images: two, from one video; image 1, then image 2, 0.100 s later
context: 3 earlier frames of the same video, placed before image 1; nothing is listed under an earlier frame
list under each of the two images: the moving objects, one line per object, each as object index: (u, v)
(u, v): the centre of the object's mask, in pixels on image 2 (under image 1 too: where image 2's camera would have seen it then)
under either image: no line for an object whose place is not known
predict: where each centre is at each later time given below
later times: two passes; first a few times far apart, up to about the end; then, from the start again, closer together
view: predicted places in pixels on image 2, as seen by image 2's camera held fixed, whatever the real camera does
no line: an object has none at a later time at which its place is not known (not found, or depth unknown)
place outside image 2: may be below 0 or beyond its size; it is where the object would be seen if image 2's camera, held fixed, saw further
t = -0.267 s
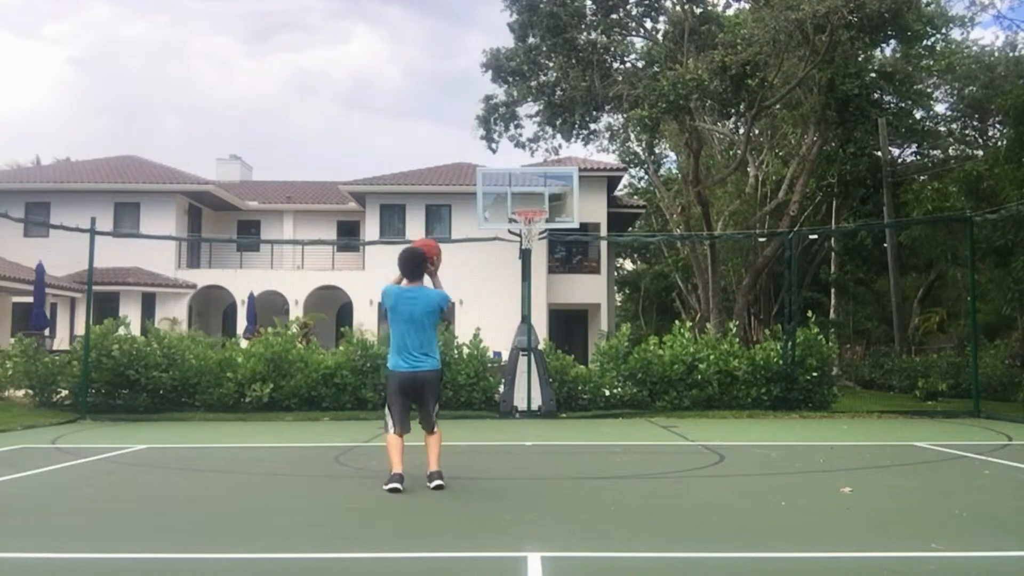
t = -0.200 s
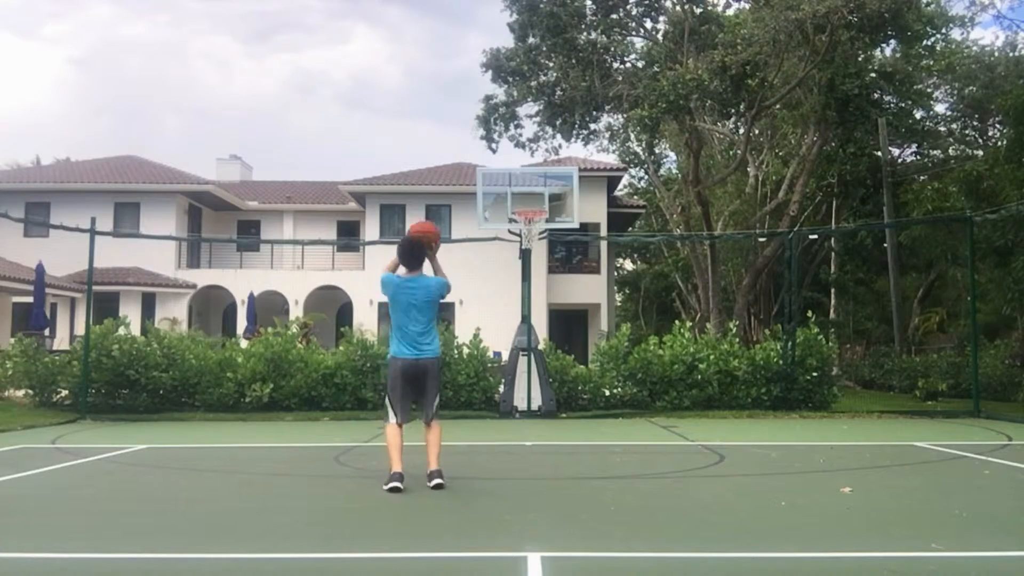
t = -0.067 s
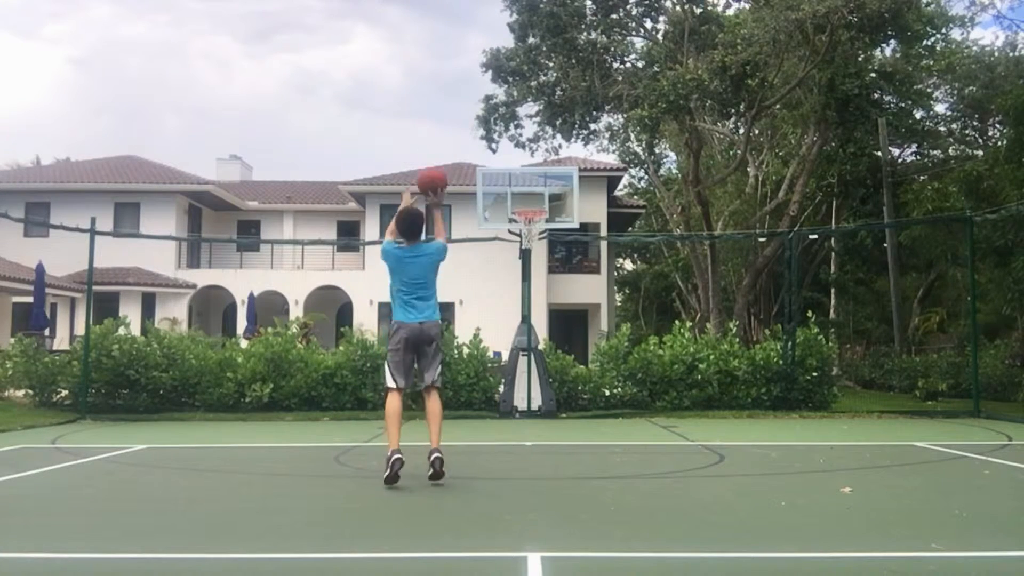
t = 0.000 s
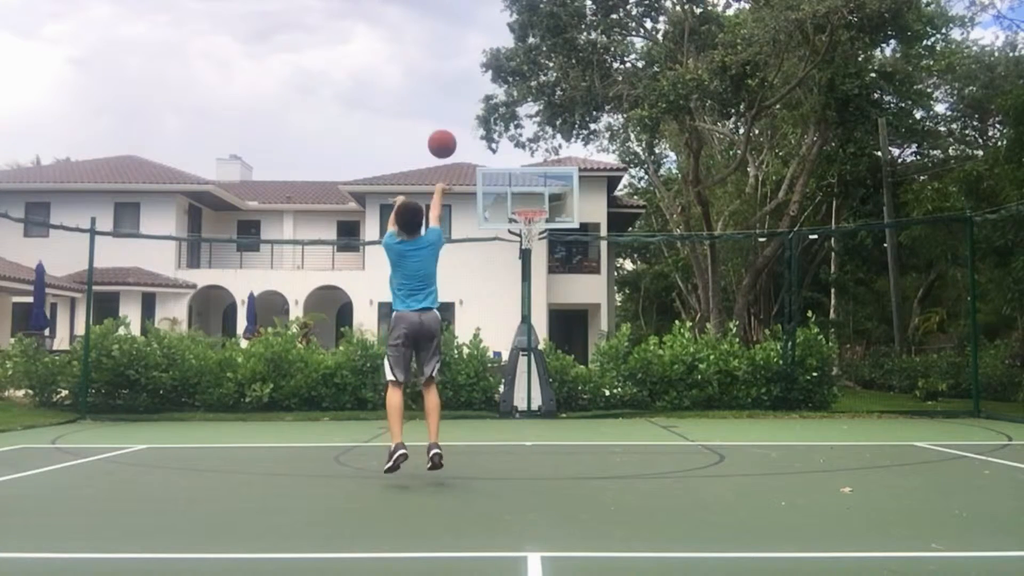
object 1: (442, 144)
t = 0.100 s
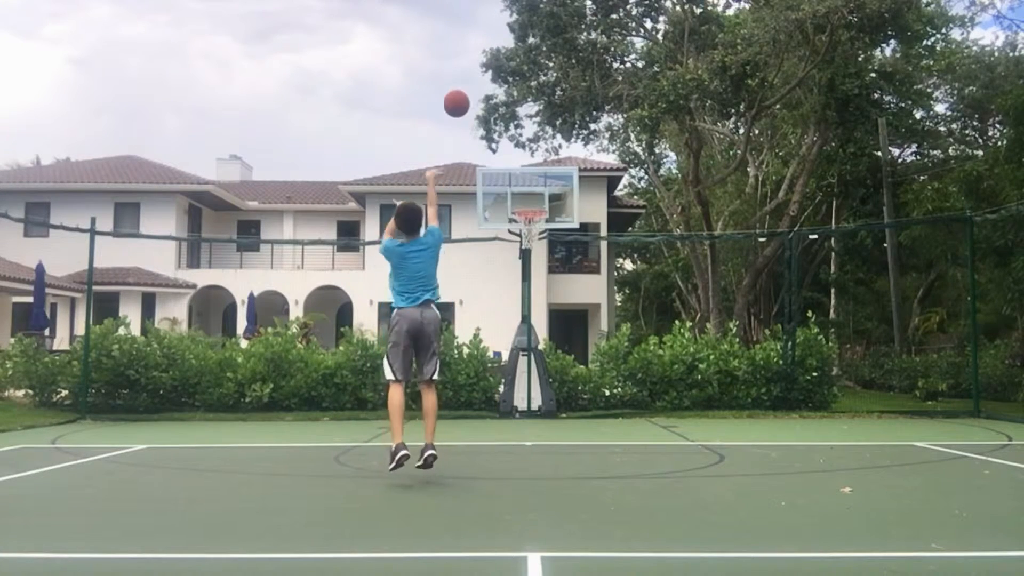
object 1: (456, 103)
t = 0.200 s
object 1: (469, 79)
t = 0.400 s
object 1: (487, 66)
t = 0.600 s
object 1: (503, 86)
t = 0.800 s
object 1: (516, 131)
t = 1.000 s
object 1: (526, 193)
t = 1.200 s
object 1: (534, 172)
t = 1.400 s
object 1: (543, 150)
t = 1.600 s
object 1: (551, 154)
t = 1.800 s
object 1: (560, 184)
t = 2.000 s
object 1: (568, 241)
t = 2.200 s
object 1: (578, 328)
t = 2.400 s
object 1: (587, 404)
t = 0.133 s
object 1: (461, 94)
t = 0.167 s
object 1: (465, 86)
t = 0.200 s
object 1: (469, 79)
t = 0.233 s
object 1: (472, 74)
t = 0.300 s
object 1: (479, 67)
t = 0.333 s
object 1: (482, 66)
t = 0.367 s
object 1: (484, 65)
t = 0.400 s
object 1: (487, 66)
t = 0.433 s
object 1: (490, 66)
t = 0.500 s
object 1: (496, 72)
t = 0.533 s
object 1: (498, 76)
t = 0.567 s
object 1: (501, 80)
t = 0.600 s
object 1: (503, 86)
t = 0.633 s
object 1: (505, 92)
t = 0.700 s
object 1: (509, 105)
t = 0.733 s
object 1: (512, 113)
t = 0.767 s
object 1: (513, 121)
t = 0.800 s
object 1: (516, 131)
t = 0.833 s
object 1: (517, 140)
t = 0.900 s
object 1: (521, 160)
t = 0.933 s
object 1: (522, 171)
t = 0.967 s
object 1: (523, 181)
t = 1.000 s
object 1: (526, 193)
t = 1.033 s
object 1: (528, 203)
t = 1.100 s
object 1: (531, 191)
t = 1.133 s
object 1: (532, 183)
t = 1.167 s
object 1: (533, 178)
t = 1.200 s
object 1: (534, 172)
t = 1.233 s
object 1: (536, 165)
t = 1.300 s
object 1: (539, 157)
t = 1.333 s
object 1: (540, 154)
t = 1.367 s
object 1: (541, 152)
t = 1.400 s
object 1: (543, 150)
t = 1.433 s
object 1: (544, 149)
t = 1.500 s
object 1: (547, 148)
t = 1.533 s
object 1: (548, 149)
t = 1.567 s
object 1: (550, 151)
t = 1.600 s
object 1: (551, 154)
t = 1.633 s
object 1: (553, 156)
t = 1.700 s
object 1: (555, 165)
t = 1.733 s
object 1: (557, 171)
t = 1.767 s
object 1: (558, 177)
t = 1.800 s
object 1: (560, 184)
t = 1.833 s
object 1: (560, 192)
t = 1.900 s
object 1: (564, 209)
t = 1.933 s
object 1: (565, 220)
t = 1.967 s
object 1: (567, 230)
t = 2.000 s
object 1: (568, 241)
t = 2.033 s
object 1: (570, 253)
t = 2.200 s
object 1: (578, 328)
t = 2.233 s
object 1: (580, 345)
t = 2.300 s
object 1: (582, 382)
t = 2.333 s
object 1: (585, 401)
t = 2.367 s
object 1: (586, 420)
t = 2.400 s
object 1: (587, 404)
